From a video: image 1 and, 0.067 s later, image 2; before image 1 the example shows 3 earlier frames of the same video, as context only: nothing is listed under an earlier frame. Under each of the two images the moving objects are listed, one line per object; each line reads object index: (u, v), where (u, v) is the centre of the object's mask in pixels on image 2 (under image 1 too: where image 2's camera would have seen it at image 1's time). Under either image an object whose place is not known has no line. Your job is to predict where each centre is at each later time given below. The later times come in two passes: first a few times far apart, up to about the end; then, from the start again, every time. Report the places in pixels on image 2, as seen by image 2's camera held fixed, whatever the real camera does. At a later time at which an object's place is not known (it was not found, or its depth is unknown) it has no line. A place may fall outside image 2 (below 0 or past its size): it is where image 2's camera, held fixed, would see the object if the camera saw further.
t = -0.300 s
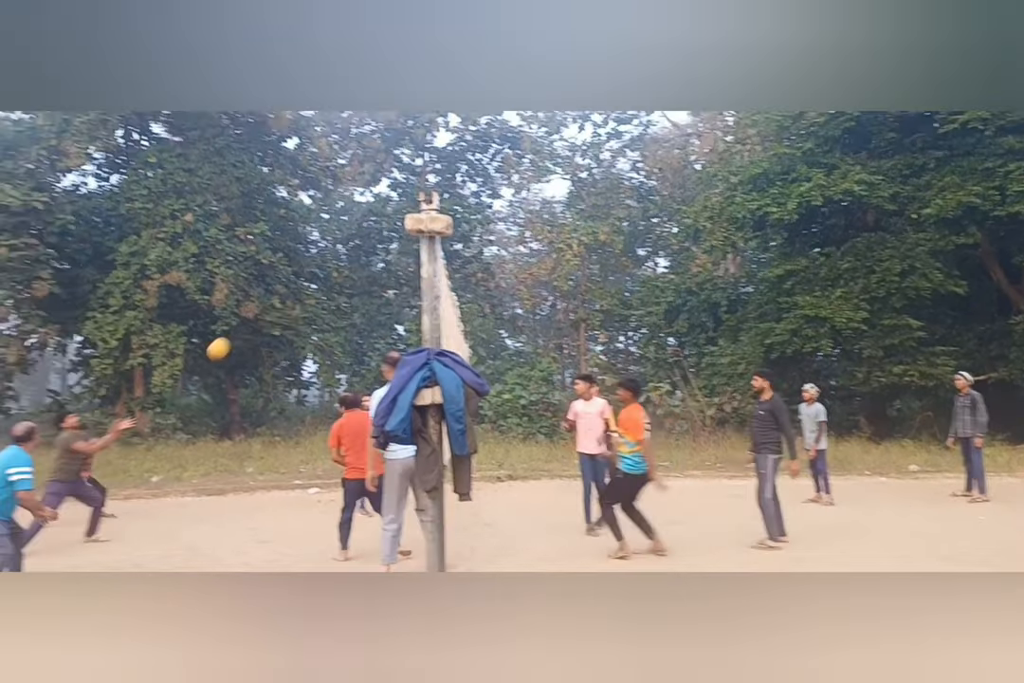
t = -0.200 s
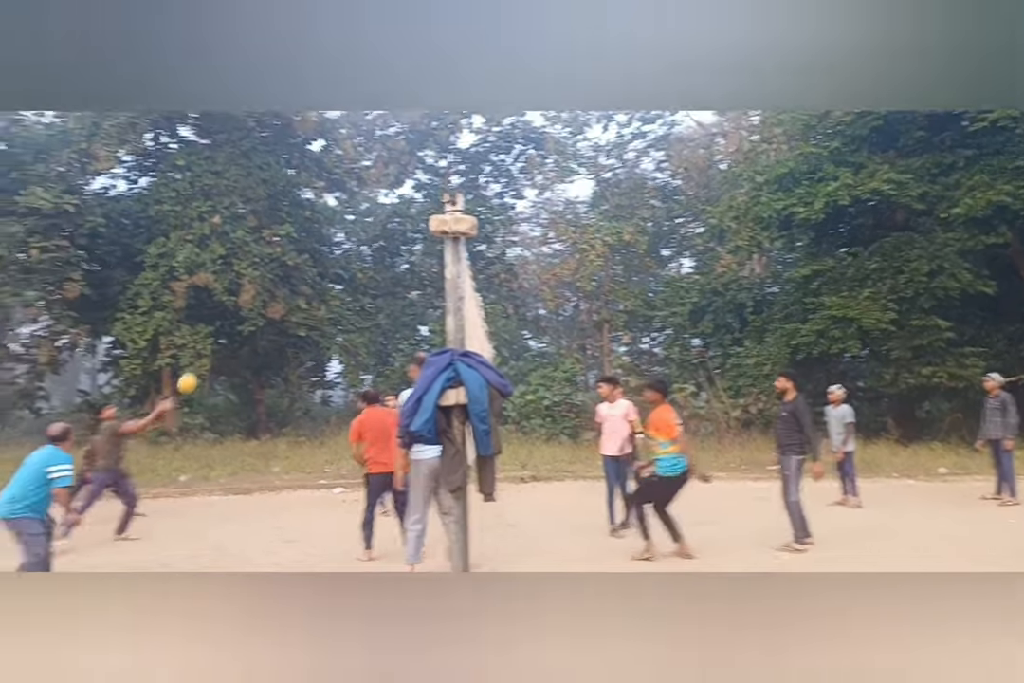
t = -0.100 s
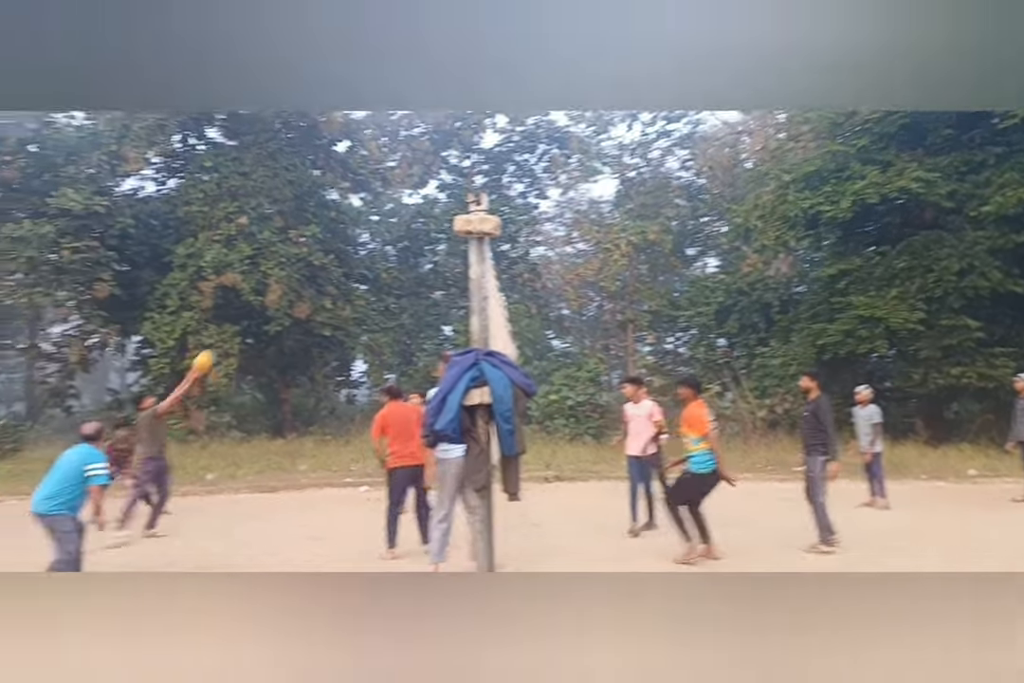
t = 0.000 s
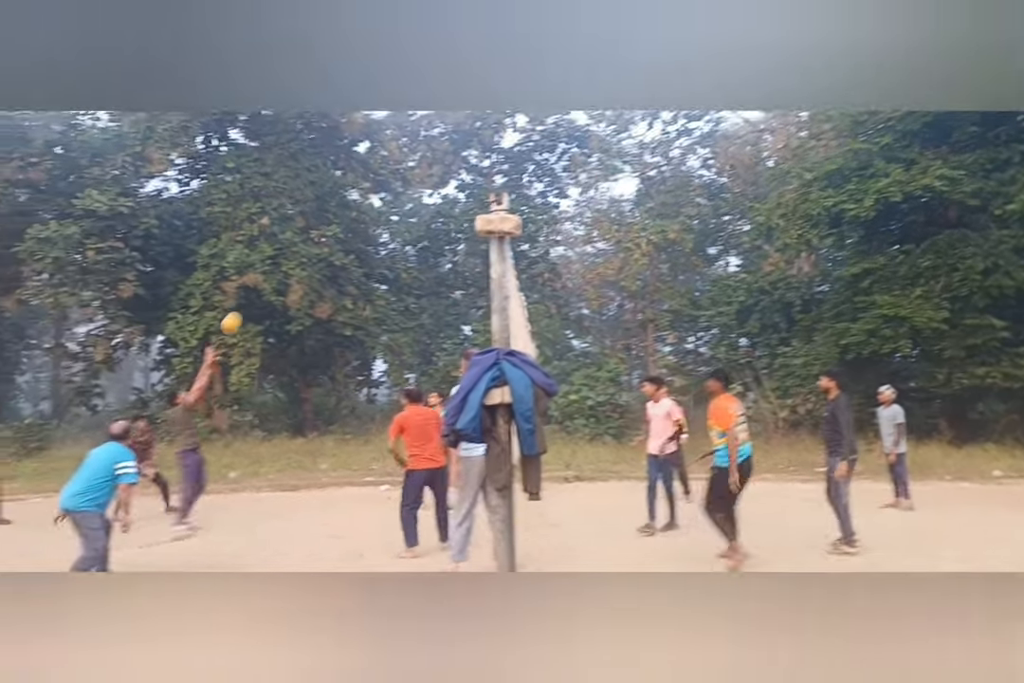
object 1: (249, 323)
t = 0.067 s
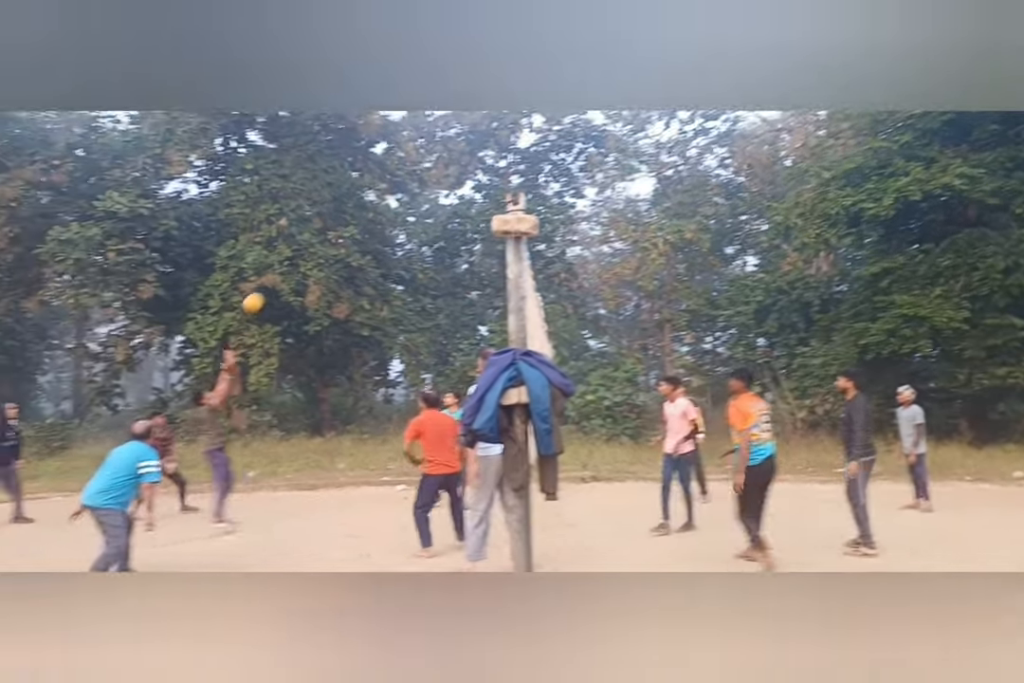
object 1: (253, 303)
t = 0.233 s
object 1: (259, 268)
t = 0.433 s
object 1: (266, 255)
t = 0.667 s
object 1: (274, 276)
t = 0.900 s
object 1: (282, 336)
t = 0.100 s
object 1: (254, 294)
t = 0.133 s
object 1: (256, 286)
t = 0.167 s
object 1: (257, 279)
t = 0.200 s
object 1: (258, 273)
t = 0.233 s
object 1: (259, 268)
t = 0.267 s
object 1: (261, 264)
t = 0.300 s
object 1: (262, 261)
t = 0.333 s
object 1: (263, 258)
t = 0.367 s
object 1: (264, 256)
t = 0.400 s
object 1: (265, 255)
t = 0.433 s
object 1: (266, 255)
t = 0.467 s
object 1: (267, 255)
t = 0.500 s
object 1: (268, 256)
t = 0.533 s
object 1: (270, 258)
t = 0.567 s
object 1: (271, 261)
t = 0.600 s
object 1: (272, 264)
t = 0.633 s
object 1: (273, 270)
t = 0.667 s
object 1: (274, 276)
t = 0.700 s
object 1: (275, 281)
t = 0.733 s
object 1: (276, 289)
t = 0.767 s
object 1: (278, 297)
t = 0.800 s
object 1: (279, 306)
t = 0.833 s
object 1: (280, 315)
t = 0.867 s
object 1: (281, 326)
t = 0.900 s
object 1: (282, 336)
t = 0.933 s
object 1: (283, 348)
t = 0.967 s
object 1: (285, 362)
